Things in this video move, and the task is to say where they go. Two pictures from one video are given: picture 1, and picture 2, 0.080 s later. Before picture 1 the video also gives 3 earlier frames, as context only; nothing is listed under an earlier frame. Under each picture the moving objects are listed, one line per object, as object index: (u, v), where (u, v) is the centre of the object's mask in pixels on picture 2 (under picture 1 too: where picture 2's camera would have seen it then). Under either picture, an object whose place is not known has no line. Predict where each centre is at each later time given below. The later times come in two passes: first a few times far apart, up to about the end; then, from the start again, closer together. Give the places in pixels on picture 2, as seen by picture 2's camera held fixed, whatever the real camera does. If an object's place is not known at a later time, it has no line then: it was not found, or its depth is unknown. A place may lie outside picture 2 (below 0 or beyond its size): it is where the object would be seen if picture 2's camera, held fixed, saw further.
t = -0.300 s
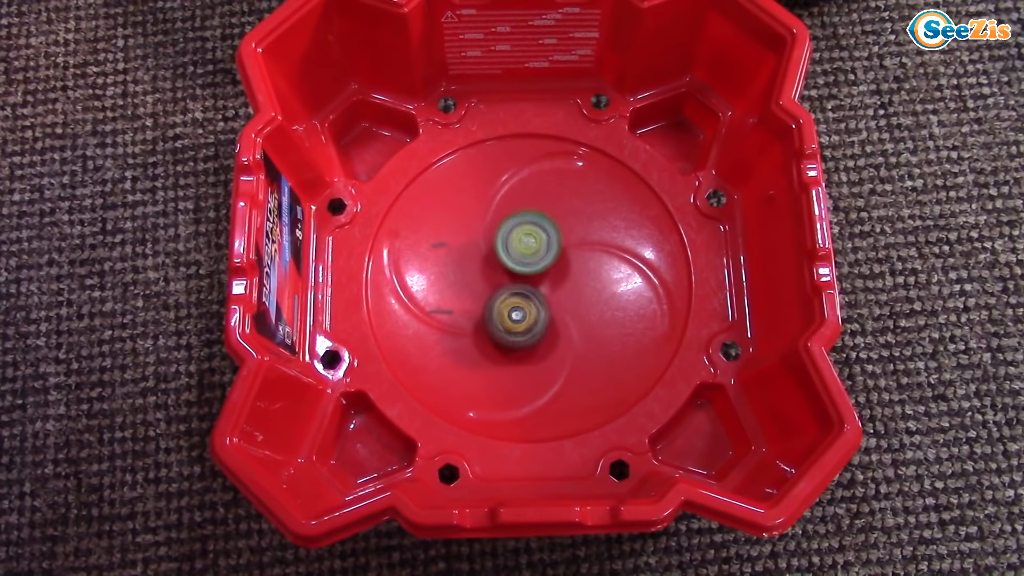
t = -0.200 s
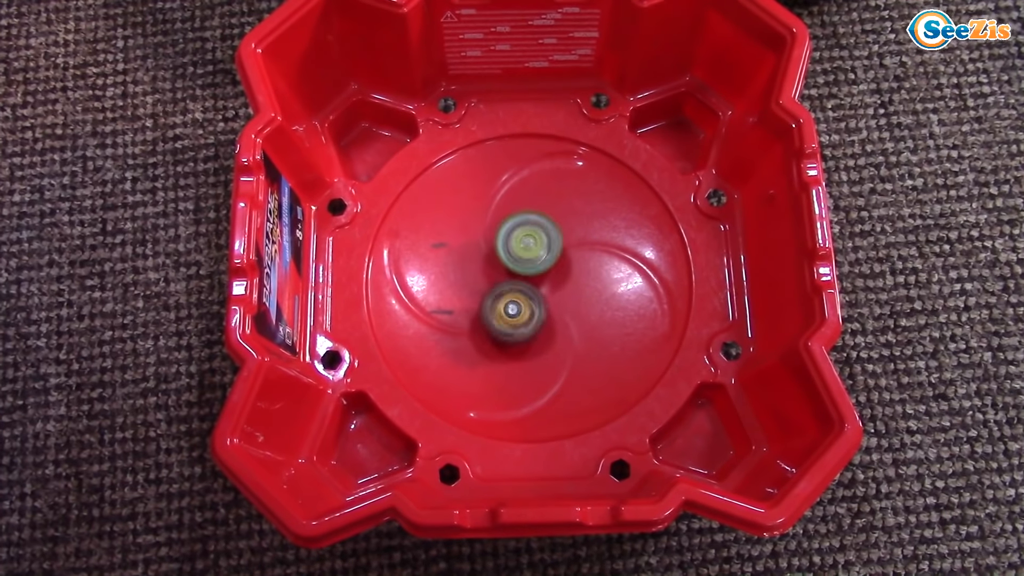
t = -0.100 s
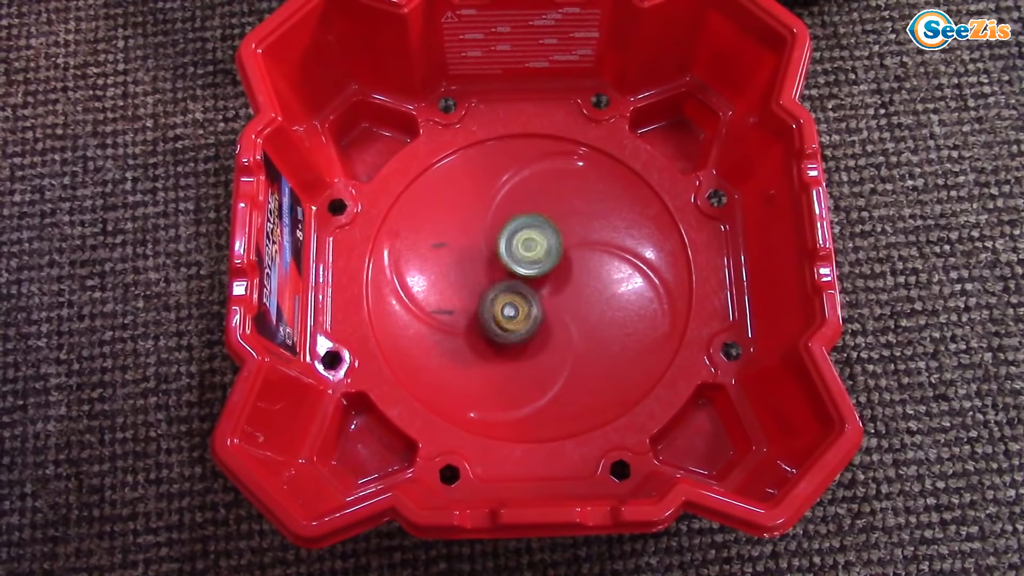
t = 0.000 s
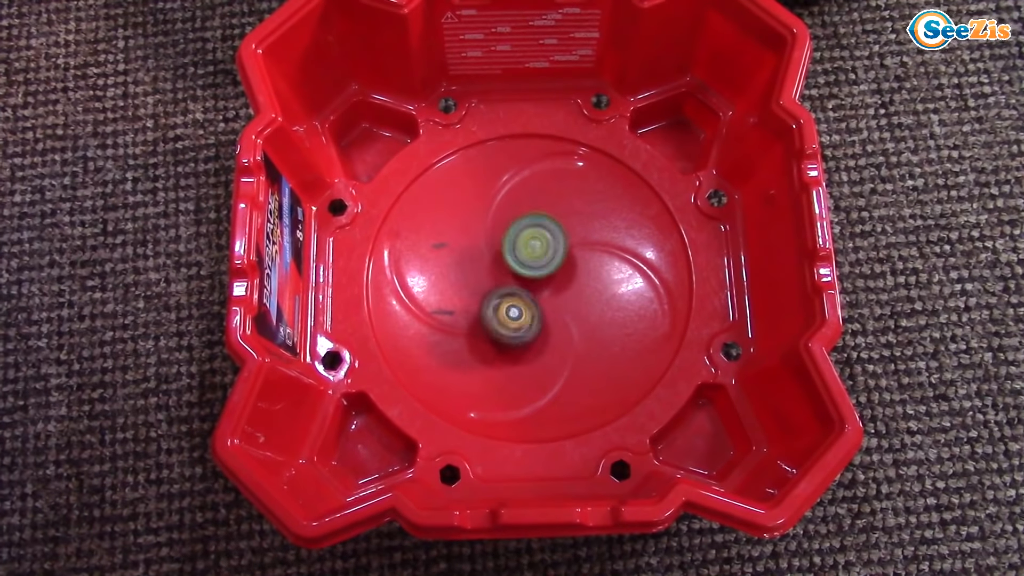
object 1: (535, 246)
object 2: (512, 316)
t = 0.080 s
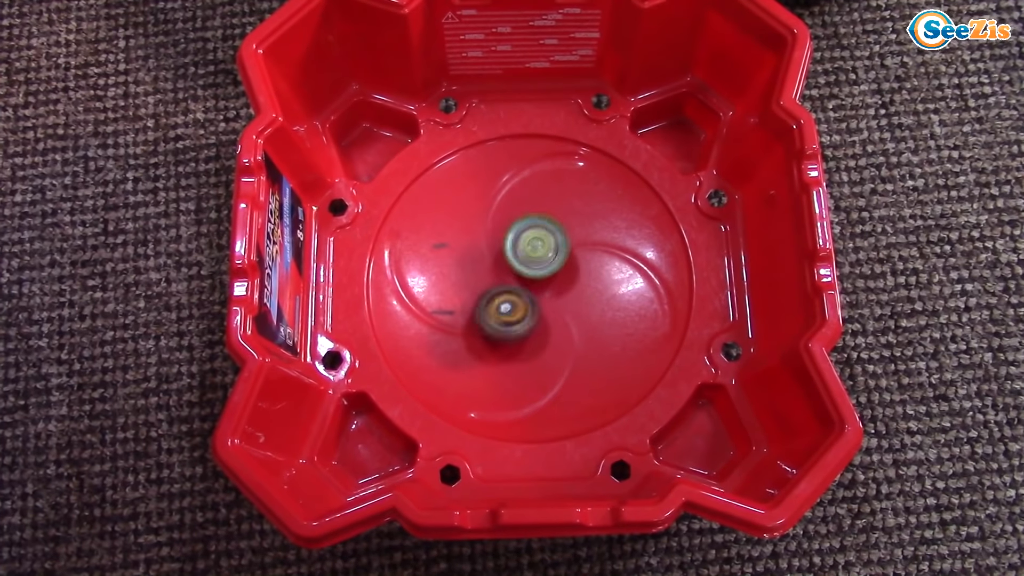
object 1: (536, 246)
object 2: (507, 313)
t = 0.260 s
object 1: (540, 252)
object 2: (507, 312)
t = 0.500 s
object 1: (545, 255)
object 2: (505, 314)
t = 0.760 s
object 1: (547, 258)
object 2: (500, 311)
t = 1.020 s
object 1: (554, 262)
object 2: (500, 307)
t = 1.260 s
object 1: (561, 265)
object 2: (498, 314)
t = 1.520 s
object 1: (556, 262)
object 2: (496, 304)
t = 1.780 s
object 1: (559, 258)
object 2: (485, 291)
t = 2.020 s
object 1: (566, 256)
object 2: (496, 291)
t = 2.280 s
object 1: (568, 258)
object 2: (506, 289)
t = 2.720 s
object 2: (504, 292)
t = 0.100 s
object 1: (536, 247)
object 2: (506, 314)
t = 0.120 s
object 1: (536, 248)
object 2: (506, 314)
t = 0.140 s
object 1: (535, 249)
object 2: (507, 314)
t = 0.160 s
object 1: (535, 249)
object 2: (508, 314)
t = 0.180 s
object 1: (535, 250)
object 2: (509, 313)
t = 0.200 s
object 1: (535, 251)
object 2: (509, 312)
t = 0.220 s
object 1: (537, 250)
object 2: (509, 311)
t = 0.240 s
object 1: (539, 251)
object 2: (507, 312)
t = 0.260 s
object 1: (540, 252)
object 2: (507, 312)
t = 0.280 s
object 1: (540, 254)
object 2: (506, 313)
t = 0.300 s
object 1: (539, 253)
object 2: (508, 315)
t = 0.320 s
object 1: (540, 251)
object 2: (509, 316)
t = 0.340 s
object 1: (541, 251)
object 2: (510, 316)
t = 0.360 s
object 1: (542, 251)
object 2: (510, 315)
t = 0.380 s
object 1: (542, 252)
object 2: (510, 314)
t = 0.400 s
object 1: (541, 254)
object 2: (509, 312)
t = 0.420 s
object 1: (542, 252)
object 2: (507, 312)
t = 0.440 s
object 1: (544, 252)
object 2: (505, 312)
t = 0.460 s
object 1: (545, 253)
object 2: (504, 313)
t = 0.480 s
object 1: (546, 254)
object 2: (504, 313)
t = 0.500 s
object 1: (545, 255)
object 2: (505, 314)
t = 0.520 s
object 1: (545, 255)
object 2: (505, 314)
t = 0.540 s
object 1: (544, 254)
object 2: (506, 313)
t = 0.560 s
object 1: (545, 254)
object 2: (506, 312)
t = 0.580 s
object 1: (546, 255)
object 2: (506, 310)
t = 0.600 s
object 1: (546, 256)
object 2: (503, 309)
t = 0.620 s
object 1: (545, 257)
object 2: (502, 308)
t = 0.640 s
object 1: (546, 257)
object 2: (501, 309)
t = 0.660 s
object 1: (547, 257)
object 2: (499, 309)
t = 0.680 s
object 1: (547, 258)
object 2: (499, 310)
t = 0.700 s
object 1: (548, 259)
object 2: (499, 310)
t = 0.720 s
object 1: (547, 260)
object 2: (500, 310)
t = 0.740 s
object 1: (546, 260)
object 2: (500, 310)
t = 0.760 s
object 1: (547, 258)
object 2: (500, 311)
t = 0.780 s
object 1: (550, 259)
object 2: (501, 312)
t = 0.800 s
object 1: (550, 261)
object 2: (502, 312)
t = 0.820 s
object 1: (550, 263)
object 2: (502, 311)
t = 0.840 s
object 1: (550, 262)
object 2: (502, 311)
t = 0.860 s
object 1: (552, 262)
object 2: (501, 310)
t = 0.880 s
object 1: (553, 262)
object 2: (501, 310)
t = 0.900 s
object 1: (553, 262)
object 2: (500, 310)
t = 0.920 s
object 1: (553, 263)
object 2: (500, 309)
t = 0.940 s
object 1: (553, 262)
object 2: (500, 310)
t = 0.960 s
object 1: (552, 262)
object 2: (500, 309)
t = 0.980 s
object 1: (553, 261)
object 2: (500, 308)
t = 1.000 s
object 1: (554, 262)
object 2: (500, 308)
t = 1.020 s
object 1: (554, 262)
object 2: (500, 307)
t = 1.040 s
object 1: (553, 263)
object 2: (500, 307)
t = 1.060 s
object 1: (553, 264)
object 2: (500, 306)
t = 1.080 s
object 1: (553, 263)
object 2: (499, 306)
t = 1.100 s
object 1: (554, 263)
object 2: (497, 307)
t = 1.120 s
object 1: (555, 263)
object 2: (496, 308)
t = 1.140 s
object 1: (555, 265)
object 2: (496, 309)
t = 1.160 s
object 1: (554, 266)
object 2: (497, 309)
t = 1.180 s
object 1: (552, 267)
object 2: (498, 309)
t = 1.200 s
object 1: (553, 264)
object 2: (498, 309)
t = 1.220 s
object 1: (557, 263)
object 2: (497, 311)
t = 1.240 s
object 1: (560, 263)
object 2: (497, 313)
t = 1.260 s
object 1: (561, 265)
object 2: (498, 314)
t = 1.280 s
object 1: (560, 266)
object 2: (499, 314)
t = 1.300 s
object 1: (558, 266)
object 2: (499, 313)
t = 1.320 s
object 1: (557, 265)
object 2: (499, 312)
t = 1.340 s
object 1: (556, 263)
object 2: (499, 311)
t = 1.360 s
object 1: (557, 262)
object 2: (499, 311)
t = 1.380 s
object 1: (558, 261)
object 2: (499, 310)
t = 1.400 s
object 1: (559, 262)
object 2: (498, 309)
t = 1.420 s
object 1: (559, 263)
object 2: (497, 308)
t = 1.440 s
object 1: (558, 263)
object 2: (497, 307)
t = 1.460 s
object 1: (557, 263)
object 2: (496, 306)
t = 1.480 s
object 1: (556, 263)
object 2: (496, 305)
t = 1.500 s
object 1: (555, 262)
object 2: (495, 305)
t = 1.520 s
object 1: (556, 262)
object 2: (496, 304)
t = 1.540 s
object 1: (556, 261)
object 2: (497, 303)
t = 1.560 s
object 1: (555, 263)
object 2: (497, 302)
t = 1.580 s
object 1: (555, 263)
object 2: (498, 300)
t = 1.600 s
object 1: (553, 264)
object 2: (497, 300)
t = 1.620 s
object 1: (553, 263)
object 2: (497, 299)
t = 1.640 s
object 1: (554, 261)
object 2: (495, 299)
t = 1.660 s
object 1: (558, 261)
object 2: (494, 299)
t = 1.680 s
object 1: (559, 260)
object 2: (491, 298)
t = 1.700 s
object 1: (560, 260)
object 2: (490, 294)
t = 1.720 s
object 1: (560, 261)
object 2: (488, 292)
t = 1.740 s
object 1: (559, 260)
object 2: (486, 291)
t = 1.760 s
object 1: (559, 259)
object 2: (486, 291)
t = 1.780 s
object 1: (559, 258)
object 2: (485, 291)
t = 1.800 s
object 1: (559, 257)
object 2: (485, 292)
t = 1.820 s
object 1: (559, 256)
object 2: (486, 293)
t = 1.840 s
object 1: (560, 256)
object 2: (488, 293)
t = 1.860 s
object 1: (560, 257)
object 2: (490, 292)
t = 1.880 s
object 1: (558, 257)
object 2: (492, 291)
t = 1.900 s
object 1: (557, 257)
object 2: (493, 289)
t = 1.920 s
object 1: (557, 256)
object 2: (495, 289)
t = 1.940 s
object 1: (557, 256)
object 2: (496, 289)
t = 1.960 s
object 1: (557, 256)
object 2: (498, 290)
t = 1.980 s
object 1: (557, 257)
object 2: (499, 290)
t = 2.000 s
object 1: (558, 256)
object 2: (499, 290)
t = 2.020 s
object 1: (566, 256)
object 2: (496, 291)
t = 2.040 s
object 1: (569, 258)
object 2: (492, 294)
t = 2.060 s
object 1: (571, 259)
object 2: (491, 296)
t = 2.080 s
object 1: (572, 260)
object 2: (490, 298)
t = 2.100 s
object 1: (570, 262)
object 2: (493, 299)
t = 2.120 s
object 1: (568, 262)
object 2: (495, 300)
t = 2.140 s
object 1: (567, 261)
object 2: (498, 299)
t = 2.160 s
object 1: (565, 260)
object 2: (500, 298)
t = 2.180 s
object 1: (566, 259)
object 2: (503, 296)
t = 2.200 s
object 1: (566, 259)
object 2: (505, 293)
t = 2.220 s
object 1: (566, 258)
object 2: (506, 290)
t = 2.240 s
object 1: (566, 258)
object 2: (506, 289)
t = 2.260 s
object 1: (566, 258)
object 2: (506, 288)
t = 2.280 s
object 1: (568, 258)
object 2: (506, 289)
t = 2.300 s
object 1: (568, 260)
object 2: (505, 289)
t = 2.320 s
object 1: (568, 260)
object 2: (504, 290)
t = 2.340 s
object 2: (502, 290)
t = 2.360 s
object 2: (501, 292)
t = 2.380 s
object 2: (500, 295)
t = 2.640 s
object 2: (499, 290)
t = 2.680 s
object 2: (502, 291)
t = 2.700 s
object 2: (505, 291)
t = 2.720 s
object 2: (504, 292)
